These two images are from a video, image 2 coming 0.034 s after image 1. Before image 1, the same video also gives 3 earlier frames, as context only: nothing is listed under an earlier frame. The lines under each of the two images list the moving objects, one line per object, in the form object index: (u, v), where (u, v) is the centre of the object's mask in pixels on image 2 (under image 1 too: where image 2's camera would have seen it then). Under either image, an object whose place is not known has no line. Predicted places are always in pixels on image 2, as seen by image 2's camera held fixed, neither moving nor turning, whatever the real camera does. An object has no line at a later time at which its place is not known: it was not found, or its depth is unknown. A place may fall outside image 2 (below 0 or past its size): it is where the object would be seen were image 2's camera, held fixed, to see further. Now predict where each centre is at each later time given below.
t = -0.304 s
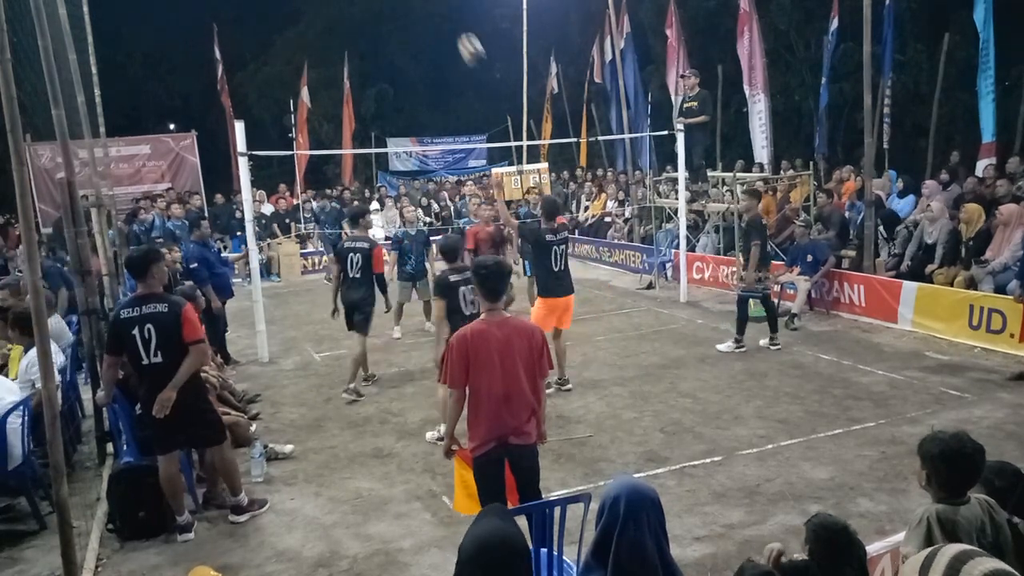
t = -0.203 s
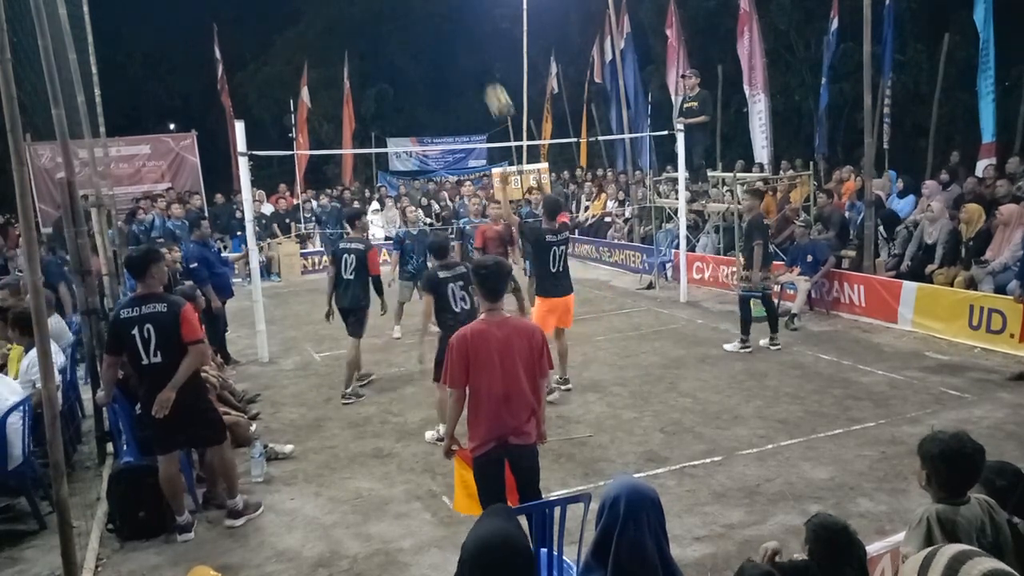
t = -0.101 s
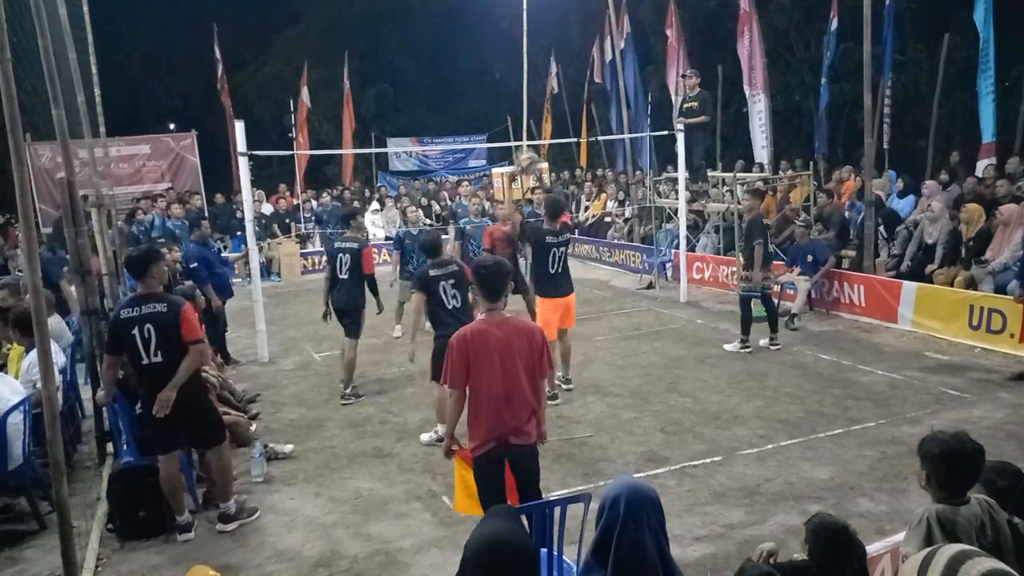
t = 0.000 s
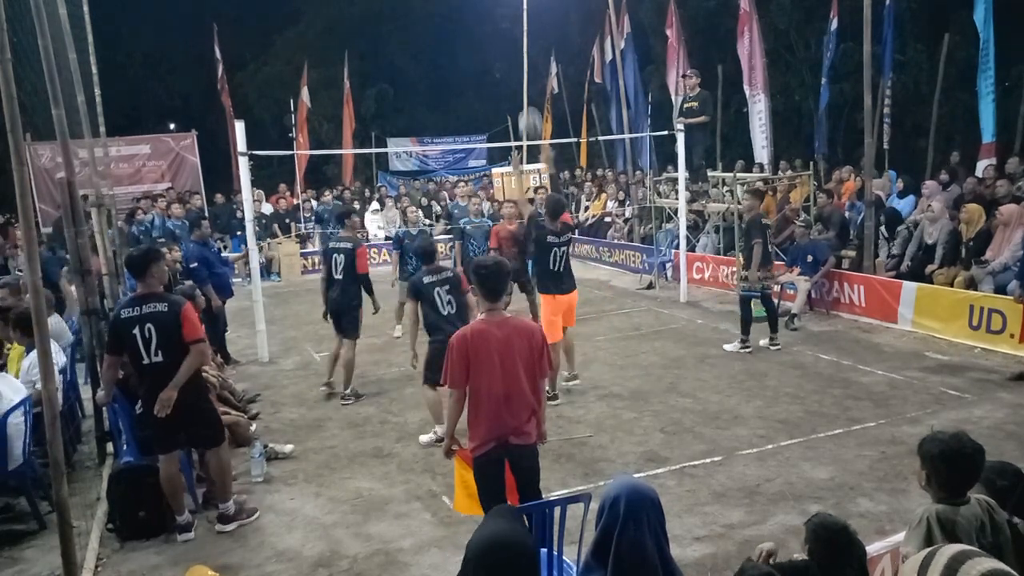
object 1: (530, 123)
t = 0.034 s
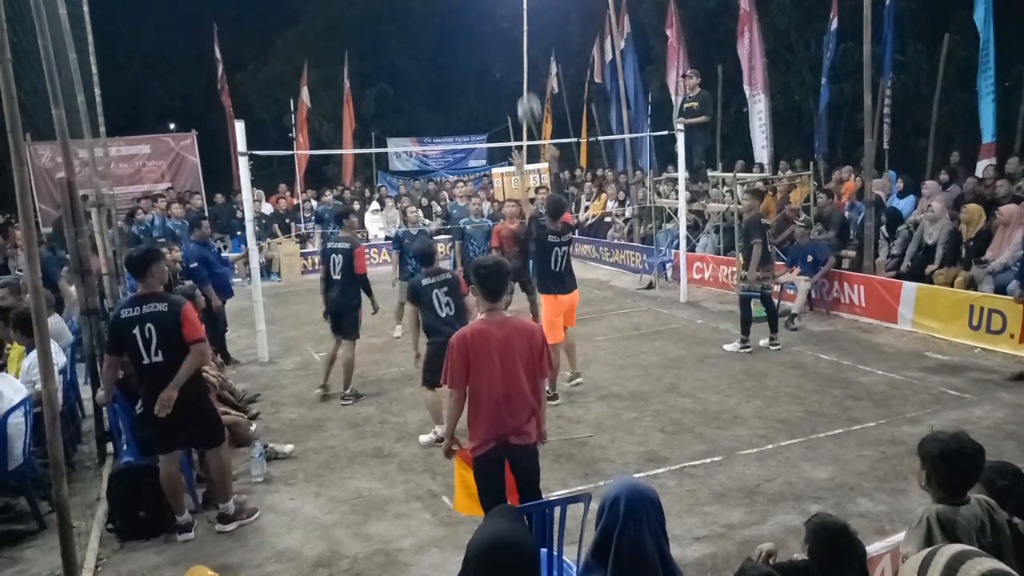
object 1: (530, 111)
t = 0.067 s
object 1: (528, 96)
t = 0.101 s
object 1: (527, 84)
